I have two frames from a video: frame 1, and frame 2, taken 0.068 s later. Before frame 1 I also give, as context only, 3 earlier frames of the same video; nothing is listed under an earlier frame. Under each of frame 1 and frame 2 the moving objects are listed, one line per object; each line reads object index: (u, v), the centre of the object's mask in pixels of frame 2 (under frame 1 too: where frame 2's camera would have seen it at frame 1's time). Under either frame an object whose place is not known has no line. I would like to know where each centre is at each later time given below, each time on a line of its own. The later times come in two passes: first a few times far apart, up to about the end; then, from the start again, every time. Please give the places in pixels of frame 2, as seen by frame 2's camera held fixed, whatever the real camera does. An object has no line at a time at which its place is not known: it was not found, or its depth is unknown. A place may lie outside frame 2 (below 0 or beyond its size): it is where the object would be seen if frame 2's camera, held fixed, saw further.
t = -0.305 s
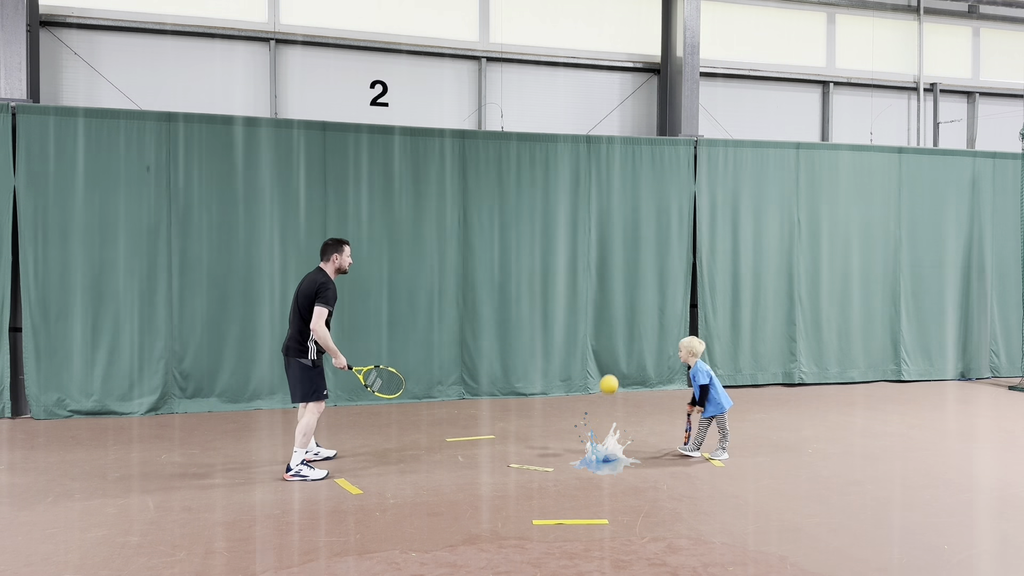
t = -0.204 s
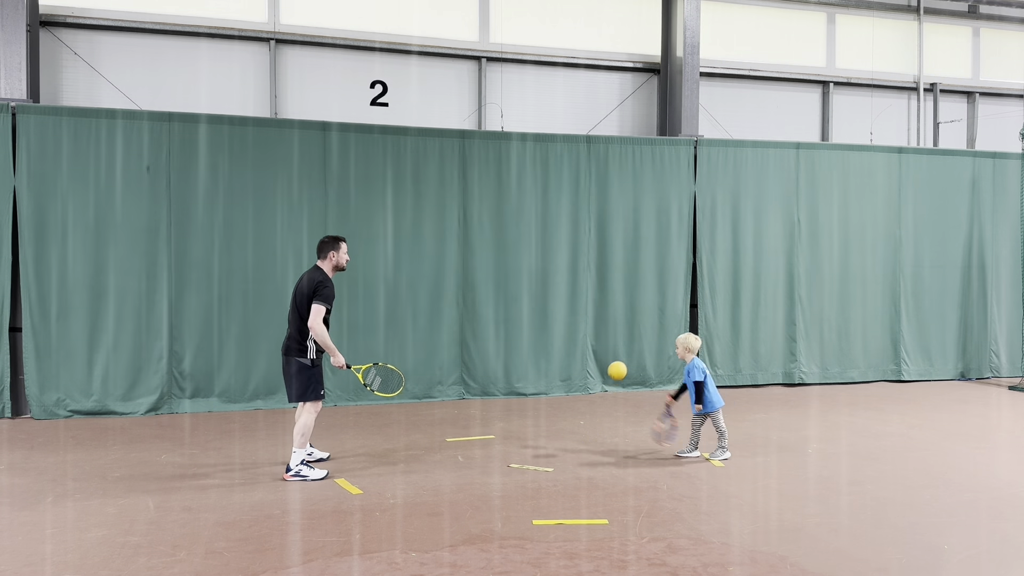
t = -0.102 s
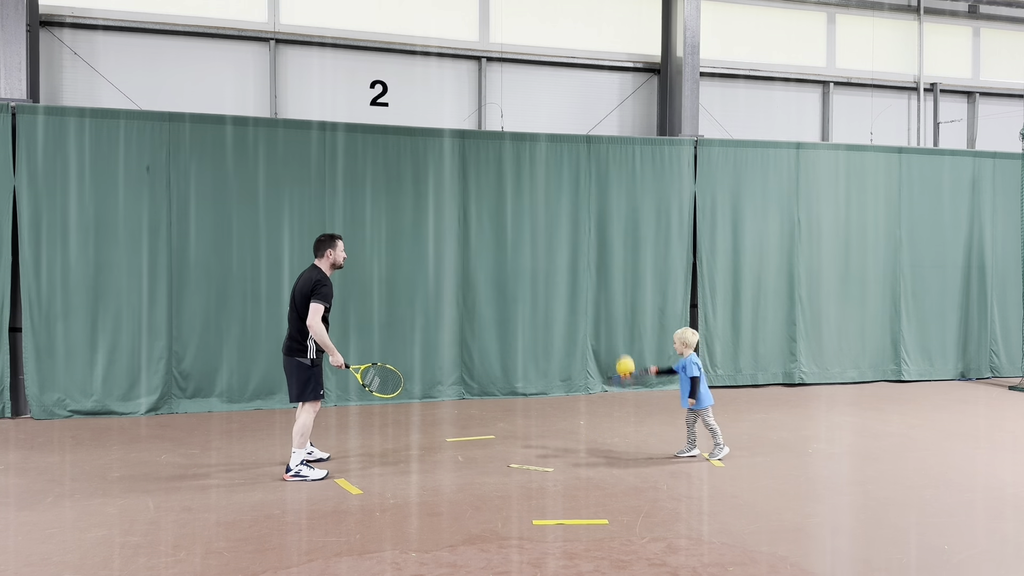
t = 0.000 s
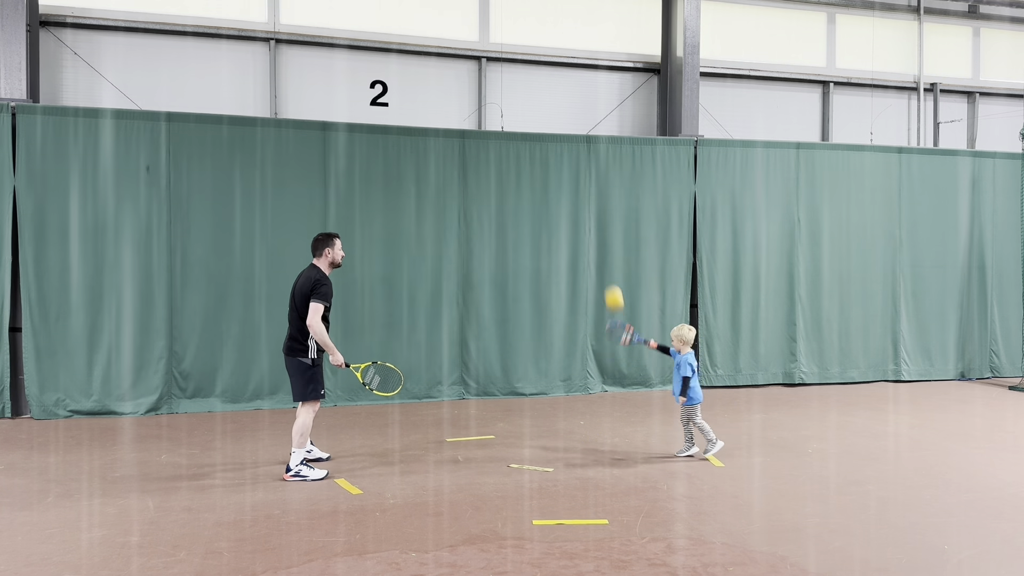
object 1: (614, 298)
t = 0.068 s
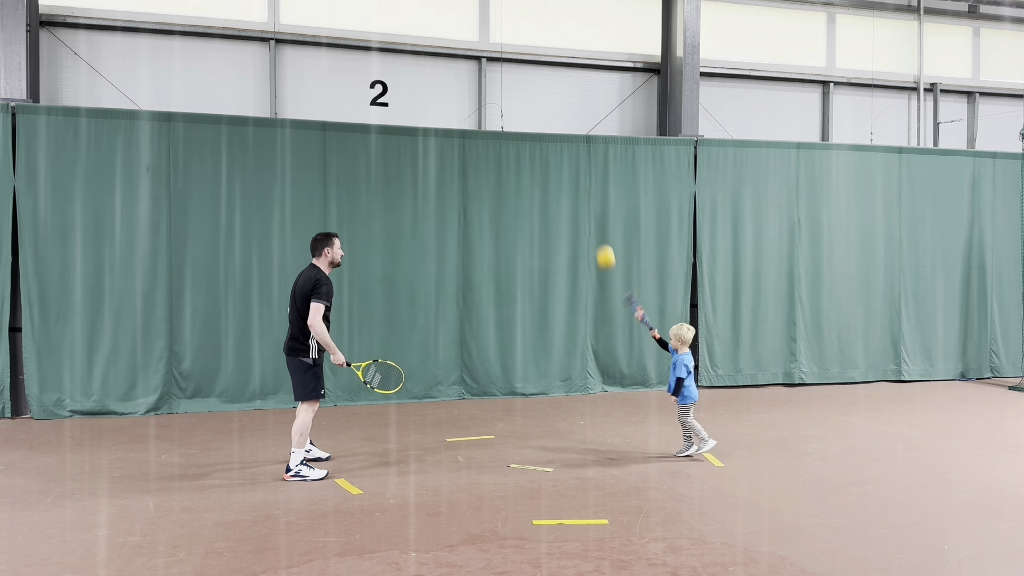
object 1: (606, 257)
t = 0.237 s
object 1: (586, 181)
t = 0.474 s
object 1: (561, 134)
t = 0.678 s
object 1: (540, 143)
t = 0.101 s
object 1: (601, 239)
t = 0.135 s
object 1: (598, 222)
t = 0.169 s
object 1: (594, 207)
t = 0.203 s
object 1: (590, 193)
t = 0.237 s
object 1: (586, 181)
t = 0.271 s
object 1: (582, 170)
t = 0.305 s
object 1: (579, 160)
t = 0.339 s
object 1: (575, 153)
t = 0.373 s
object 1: (572, 146)
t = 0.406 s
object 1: (568, 141)
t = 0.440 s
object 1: (564, 137)
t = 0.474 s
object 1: (561, 134)
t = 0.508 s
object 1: (557, 132)
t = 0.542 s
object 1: (554, 132)
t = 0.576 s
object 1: (550, 133)
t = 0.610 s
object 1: (546, 135)
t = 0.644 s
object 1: (543, 139)
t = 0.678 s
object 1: (540, 143)
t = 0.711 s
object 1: (536, 149)
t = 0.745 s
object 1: (533, 156)
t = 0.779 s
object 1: (530, 164)
